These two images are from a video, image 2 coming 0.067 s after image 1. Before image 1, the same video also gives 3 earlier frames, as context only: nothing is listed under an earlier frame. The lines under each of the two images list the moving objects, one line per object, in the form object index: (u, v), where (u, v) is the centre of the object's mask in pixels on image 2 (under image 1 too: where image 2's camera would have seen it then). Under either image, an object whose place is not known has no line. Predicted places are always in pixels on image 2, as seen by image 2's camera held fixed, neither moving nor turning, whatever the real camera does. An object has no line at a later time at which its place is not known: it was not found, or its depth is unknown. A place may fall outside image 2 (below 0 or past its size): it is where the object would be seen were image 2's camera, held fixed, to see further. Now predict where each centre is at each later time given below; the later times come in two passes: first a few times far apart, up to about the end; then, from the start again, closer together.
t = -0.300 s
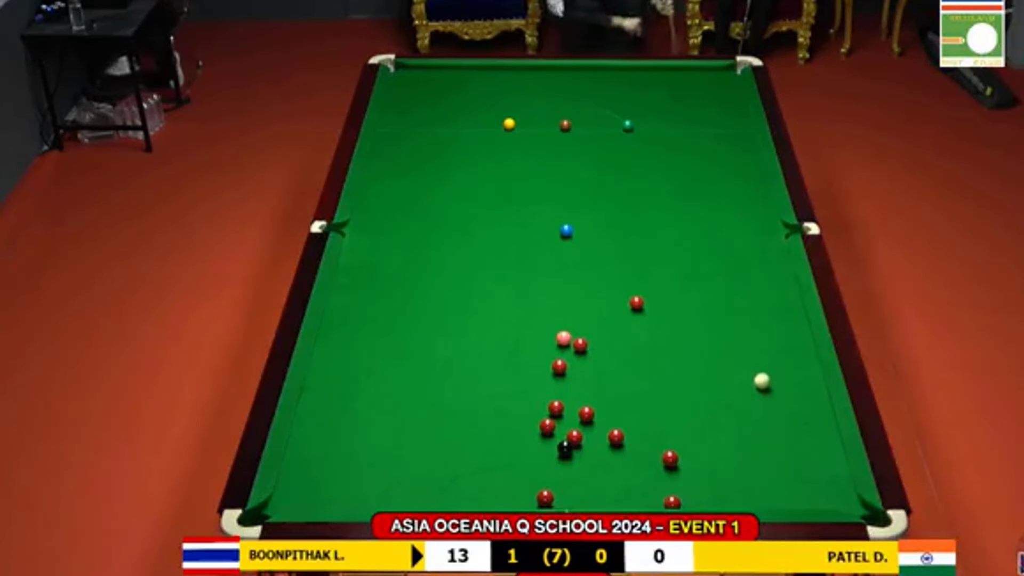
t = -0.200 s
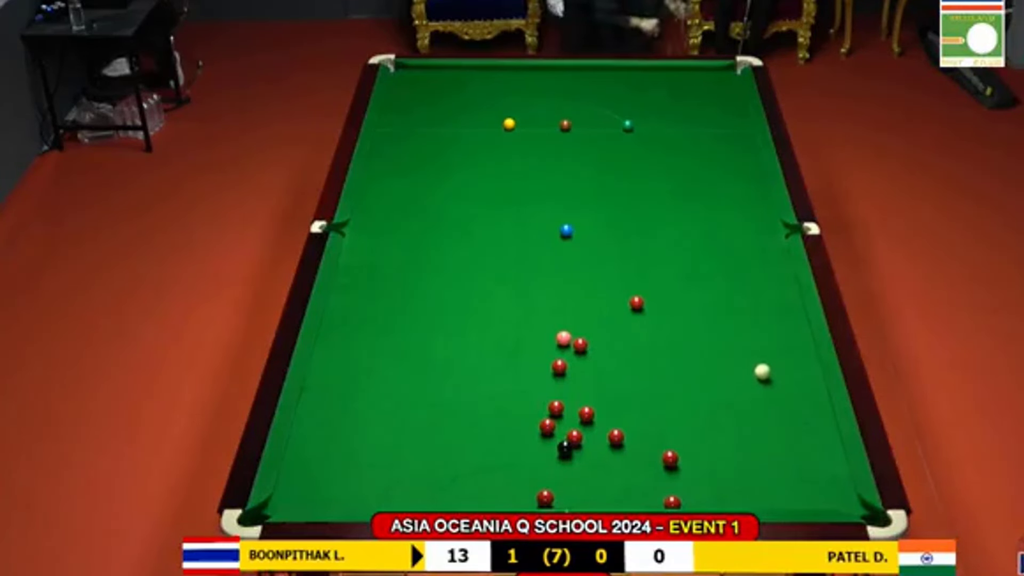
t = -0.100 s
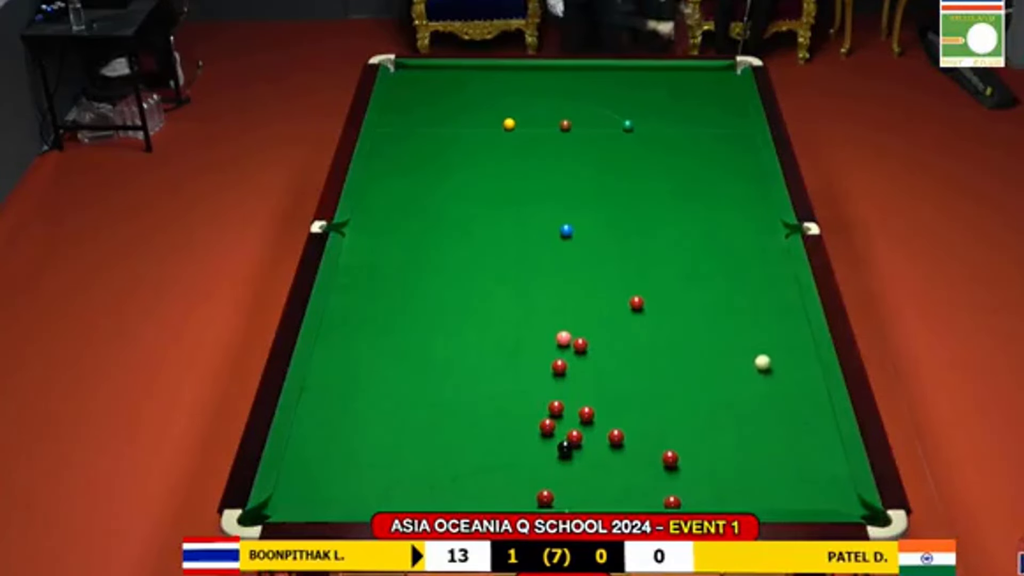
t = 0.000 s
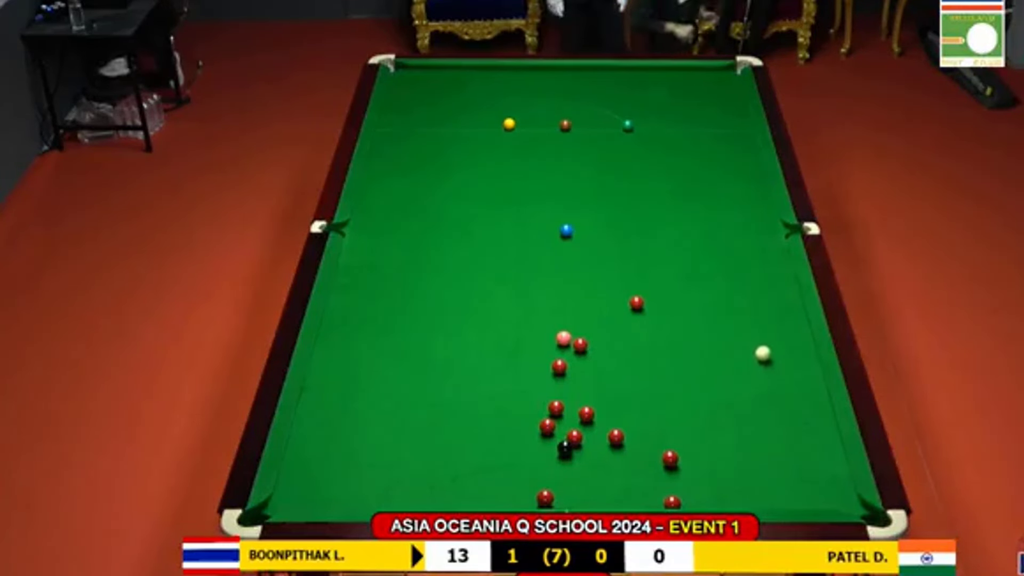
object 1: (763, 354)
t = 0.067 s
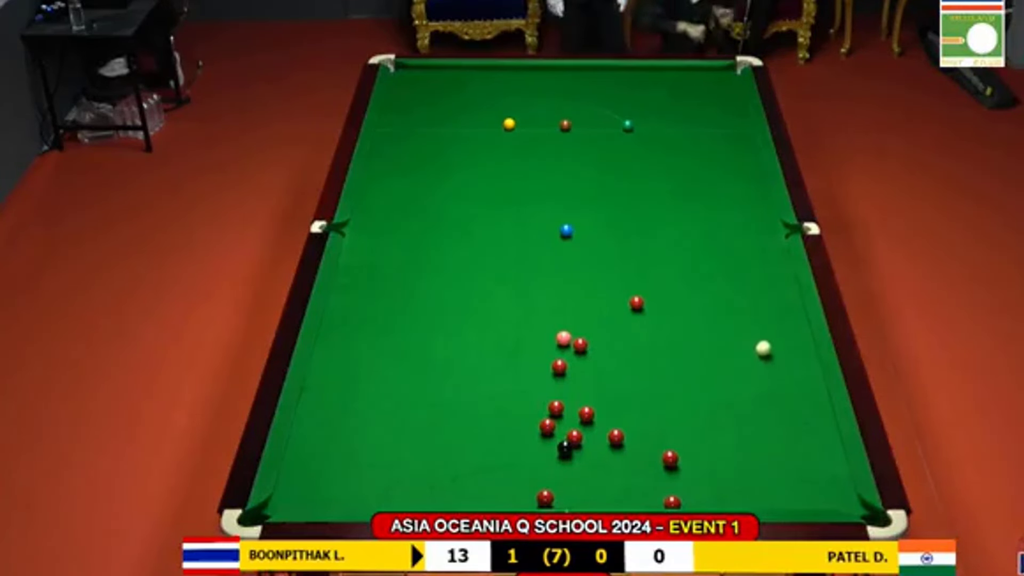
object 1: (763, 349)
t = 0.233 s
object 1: (764, 336)
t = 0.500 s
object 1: (766, 314)
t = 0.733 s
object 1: (767, 299)
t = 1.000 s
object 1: (768, 281)
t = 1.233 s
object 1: (769, 268)
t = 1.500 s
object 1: (770, 253)
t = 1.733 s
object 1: (771, 243)
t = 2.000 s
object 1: (772, 230)
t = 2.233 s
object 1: (773, 222)
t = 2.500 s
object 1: (770, 212)
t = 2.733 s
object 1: (765, 205)
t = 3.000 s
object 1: (761, 198)
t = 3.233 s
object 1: (758, 193)
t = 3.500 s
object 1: (754, 187)
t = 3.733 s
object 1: (752, 183)
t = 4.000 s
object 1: (749, 179)
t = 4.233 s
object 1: (747, 176)
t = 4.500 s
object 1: (745, 173)
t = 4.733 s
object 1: (745, 171)
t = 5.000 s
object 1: (743, 169)
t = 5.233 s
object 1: (742, 168)
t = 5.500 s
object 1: (742, 167)
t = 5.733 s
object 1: (742, 167)
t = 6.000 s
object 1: (742, 167)
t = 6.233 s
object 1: (742, 167)
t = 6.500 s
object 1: (742, 167)
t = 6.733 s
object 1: (742, 167)
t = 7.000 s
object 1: (742, 167)
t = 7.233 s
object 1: (742, 167)
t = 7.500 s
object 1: (742, 167)
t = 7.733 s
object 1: (742, 167)
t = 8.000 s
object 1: (742, 167)
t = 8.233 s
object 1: (742, 167)
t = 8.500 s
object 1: (742, 167)
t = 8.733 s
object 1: (742, 167)
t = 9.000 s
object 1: (742, 167)
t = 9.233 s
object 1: (742, 167)
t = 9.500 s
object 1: (742, 167)
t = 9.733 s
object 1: (742, 167)
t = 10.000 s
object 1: (742, 167)
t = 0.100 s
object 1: (764, 345)
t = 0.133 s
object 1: (764, 344)
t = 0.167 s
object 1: (764, 340)
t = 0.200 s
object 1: (764, 337)
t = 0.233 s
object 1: (764, 336)
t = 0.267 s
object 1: (764, 332)
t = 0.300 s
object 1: (764, 329)
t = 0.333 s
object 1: (765, 328)
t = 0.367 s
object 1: (765, 324)
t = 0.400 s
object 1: (765, 322)
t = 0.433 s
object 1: (765, 320)
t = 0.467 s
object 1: (765, 317)
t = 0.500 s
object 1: (766, 314)
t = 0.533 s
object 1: (766, 313)
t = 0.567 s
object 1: (766, 310)
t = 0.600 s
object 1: (766, 307)
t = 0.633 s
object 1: (766, 306)
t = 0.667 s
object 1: (766, 303)
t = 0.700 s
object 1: (767, 300)
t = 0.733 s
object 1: (767, 299)
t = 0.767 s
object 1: (767, 296)
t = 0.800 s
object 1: (767, 294)
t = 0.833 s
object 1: (767, 293)
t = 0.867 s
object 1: (767, 290)
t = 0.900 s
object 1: (768, 287)
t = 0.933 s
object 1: (768, 286)
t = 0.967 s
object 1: (768, 284)
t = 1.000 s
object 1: (768, 281)
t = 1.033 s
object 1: (768, 280)
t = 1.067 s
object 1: (768, 278)
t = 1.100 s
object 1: (768, 275)
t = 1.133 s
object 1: (769, 274)
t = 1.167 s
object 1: (769, 272)
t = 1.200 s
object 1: (769, 270)
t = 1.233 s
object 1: (769, 268)
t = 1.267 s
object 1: (769, 266)
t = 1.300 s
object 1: (770, 264)
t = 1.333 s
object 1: (769, 263)
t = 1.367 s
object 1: (770, 261)
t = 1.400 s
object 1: (770, 259)
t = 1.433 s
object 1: (769, 258)
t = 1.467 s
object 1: (770, 255)
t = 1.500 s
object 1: (770, 253)
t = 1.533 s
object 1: (770, 252)
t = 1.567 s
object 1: (770, 251)
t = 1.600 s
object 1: (770, 248)
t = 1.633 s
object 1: (771, 248)
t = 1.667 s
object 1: (770, 246)
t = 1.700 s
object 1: (771, 244)
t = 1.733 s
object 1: (771, 243)
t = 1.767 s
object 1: (771, 241)
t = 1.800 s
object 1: (771, 239)
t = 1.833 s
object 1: (771, 238)
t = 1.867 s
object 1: (772, 236)
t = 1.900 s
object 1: (772, 235)
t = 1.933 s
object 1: (772, 234)
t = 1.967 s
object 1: (772, 232)
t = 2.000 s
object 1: (772, 230)
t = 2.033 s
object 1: (772, 230)
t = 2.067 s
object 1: (772, 228)
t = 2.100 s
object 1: (772, 226)
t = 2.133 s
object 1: (773, 226)
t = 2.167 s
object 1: (773, 224)
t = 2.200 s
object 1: (773, 223)
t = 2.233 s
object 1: (773, 222)
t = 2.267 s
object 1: (773, 220)
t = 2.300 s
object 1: (773, 218)
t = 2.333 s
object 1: (773, 218)
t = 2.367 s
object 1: (773, 217)
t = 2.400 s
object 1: (772, 216)
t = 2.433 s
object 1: (771, 215)
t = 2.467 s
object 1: (770, 213)
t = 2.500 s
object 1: (770, 212)
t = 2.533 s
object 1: (769, 212)
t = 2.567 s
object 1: (769, 210)
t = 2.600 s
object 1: (768, 209)
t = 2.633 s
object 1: (767, 208)
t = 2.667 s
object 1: (767, 207)
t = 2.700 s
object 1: (766, 206)
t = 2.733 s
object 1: (765, 205)
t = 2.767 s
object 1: (765, 204)
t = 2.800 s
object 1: (764, 203)
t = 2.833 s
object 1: (764, 203)
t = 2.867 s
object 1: (763, 202)
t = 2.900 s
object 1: (763, 201)
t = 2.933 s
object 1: (762, 200)
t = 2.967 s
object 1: (762, 199)
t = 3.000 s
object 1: (761, 198)
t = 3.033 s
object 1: (761, 198)
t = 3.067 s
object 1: (760, 197)
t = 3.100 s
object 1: (759, 196)
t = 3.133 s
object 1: (759, 195)
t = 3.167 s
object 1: (758, 194)
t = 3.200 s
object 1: (758, 194)
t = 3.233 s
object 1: (758, 193)
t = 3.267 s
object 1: (757, 192)
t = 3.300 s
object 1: (757, 191)
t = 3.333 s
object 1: (756, 191)
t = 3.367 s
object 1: (756, 190)
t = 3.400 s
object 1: (755, 189)
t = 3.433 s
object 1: (755, 188)
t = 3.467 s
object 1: (755, 188)
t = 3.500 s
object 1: (754, 187)
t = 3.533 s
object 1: (754, 186)
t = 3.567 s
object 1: (754, 186)
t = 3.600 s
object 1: (753, 185)
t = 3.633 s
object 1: (753, 185)
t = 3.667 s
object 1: (753, 184)
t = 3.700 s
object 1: (752, 183)
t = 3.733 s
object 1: (752, 183)
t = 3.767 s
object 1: (751, 182)
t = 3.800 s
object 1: (751, 182)
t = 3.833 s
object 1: (751, 181)
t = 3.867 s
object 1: (751, 181)
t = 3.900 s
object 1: (750, 180)
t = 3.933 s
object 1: (750, 180)
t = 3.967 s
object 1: (750, 179)
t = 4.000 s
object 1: (749, 179)
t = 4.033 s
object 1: (749, 178)
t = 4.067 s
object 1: (749, 178)
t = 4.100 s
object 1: (749, 177)
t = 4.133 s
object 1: (748, 177)
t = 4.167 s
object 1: (748, 177)
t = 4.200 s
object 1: (748, 176)
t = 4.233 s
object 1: (747, 176)
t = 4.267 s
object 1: (747, 175)
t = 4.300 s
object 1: (747, 175)
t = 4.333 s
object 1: (747, 174)
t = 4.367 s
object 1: (746, 174)
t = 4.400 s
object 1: (746, 174)
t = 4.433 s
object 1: (746, 173)
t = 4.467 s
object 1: (746, 173)
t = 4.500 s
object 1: (745, 173)
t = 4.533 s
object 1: (745, 172)
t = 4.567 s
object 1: (745, 172)
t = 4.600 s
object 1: (745, 172)
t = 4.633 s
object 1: (745, 172)
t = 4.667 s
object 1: (745, 171)
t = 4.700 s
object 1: (745, 171)
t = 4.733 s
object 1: (745, 171)
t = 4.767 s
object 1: (744, 170)
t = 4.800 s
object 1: (744, 170)
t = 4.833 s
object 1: (744, 170)
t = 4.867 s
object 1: (744, 170)
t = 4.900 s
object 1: (744, 169)
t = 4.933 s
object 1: (744, 169)
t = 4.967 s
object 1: (743, 169)
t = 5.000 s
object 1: (743, 169)
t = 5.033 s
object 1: (743, 169)
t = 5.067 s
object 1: (743, 168)
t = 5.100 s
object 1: (743, 168)
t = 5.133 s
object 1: (743, 168)
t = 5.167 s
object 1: (743, 168)
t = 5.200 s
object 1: (743, 168)
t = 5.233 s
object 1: (742, 168)
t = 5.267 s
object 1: (743, 168)
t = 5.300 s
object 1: (742, 167)
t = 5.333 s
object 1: (742, 167)
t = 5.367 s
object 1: (742, 167)
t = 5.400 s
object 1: (742, 167)
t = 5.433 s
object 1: (742, 167)
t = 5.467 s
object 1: (742, 167)
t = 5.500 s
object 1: (742, 167)
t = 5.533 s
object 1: (742, 167)
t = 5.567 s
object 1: (742, 167)
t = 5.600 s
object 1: (742, 167)
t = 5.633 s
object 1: (742, 167)
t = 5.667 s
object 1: (742, 167)
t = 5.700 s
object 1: (742, 167)
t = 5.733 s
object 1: (742, 167)
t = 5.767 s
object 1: (742, 167)
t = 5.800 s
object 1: (742, 167)
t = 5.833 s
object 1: (742, 167)
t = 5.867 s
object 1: (742, 167)
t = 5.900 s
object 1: (742, 167)
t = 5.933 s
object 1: (742, 167)
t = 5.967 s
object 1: (742, 167)
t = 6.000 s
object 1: (742, 167)
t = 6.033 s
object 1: (742, 167)
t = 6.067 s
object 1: (742, 167)
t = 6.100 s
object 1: (742, 167)
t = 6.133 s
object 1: (742, 167)
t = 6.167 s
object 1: (742, 167)
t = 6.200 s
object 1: (742, 167)
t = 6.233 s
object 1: (742, 167)
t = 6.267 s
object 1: (742, 167)
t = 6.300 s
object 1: (742, 167)
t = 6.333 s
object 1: (742, 167)
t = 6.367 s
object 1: (742, 167)
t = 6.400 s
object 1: (742, 167)
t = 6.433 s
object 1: (742, 167)
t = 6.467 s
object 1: (742, 167)
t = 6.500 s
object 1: (742, 167)
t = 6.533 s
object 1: (742, 167)
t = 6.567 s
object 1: (742, 167)
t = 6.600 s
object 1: (742, 167)
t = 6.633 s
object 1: (742, 167)
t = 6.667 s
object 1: (742, 167)
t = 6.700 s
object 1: (742, 167)
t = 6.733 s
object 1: (742, 167)
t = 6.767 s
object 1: (742, 167)
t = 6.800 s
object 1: (742, 167)
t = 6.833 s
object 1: (742, 167)
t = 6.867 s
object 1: (742, 167)
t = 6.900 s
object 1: (742, 167)
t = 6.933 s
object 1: (742, 167)
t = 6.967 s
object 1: (742, 167)
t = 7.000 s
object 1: (742, 167)
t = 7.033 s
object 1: (742, 167)
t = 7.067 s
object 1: (742, 167)
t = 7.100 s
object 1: (742, 167)
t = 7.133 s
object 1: (742, 167)
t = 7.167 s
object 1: (742, 167)
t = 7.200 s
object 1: (742, 167)
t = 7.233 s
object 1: (742, 167)
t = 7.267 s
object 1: (742, 167)
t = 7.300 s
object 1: (742, 167)
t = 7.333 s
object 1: (742, 167)
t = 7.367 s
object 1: (742, 167)
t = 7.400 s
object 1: (742, 167)
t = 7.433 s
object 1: (742, 167)
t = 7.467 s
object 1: (742, 167)
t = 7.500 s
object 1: (742, 167)
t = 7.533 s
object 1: (742, 167)
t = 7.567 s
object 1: (742, 167)
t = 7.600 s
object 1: (742, 167)
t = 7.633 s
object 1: (742, 167)
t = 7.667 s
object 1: (742, 167)
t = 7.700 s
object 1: (742, 167)
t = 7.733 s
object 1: (742, 167)
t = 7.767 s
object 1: (742, 167)
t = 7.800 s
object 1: (742, 167)
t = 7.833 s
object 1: (742, 167)
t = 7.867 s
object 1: (742, 167)
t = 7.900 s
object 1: (742, 167)
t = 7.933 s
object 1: (742, 167)
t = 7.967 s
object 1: (742, 167)
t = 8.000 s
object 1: (742, 167)
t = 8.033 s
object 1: (742, 167)
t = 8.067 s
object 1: (742, 167)
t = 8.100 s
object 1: (742, 167)
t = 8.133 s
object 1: (742, 167)
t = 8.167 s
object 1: (742, 167)
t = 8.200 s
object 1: (742, 167)
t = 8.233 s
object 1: (742, 167)
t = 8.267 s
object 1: (742, 167)
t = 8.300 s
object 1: (742, 167)
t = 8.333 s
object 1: (742, 167)
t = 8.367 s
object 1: (742, 167)
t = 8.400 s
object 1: (742, 167)
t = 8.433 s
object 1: (742, 167)
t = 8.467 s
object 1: (742, 167)
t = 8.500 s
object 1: (742, 167)
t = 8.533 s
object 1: (742, 167)
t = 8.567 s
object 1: (742, 167)
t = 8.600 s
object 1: (742, 167)
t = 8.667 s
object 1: (742, 167)
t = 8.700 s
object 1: (742, 167)
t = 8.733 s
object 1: (742, 167)
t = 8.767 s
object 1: (742, 167)
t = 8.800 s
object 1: (742, 167)
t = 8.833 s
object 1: (742, 167)
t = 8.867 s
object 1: (742, 167)
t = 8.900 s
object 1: (742, 167)
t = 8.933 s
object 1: (742, 167)
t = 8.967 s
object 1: (742, 167)
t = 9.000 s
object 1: (742, 167)
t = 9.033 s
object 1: (742, 167)
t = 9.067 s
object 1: (742, 167)
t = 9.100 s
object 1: (742, 167)
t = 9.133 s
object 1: (742, 167)
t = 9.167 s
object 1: (742, 167)
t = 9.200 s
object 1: (742, 167)
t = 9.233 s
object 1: (742, 167)
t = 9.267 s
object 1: (742, 167)
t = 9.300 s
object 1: (742, 167)
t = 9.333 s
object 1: (742, 167)
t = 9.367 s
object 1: (742, 167)
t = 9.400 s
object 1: (742, 167)
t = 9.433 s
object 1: (742, 167)
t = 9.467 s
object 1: (742, 167)
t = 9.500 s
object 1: (742, 167)
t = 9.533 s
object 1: (742, 167)
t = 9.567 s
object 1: (742, 167)
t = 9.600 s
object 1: (742, 167)
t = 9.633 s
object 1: (742, 167)
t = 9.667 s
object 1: (742, 167)
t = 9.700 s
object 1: (742, 167)
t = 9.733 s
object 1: (742, 167)
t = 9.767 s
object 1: (742, 167)
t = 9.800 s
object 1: (742, 167)
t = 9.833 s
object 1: (742, 167)
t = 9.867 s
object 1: (742, 167)
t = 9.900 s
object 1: (742, 167)
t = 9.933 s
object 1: (742, 167)
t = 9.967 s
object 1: (742, 167)
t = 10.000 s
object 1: (742, 167)
